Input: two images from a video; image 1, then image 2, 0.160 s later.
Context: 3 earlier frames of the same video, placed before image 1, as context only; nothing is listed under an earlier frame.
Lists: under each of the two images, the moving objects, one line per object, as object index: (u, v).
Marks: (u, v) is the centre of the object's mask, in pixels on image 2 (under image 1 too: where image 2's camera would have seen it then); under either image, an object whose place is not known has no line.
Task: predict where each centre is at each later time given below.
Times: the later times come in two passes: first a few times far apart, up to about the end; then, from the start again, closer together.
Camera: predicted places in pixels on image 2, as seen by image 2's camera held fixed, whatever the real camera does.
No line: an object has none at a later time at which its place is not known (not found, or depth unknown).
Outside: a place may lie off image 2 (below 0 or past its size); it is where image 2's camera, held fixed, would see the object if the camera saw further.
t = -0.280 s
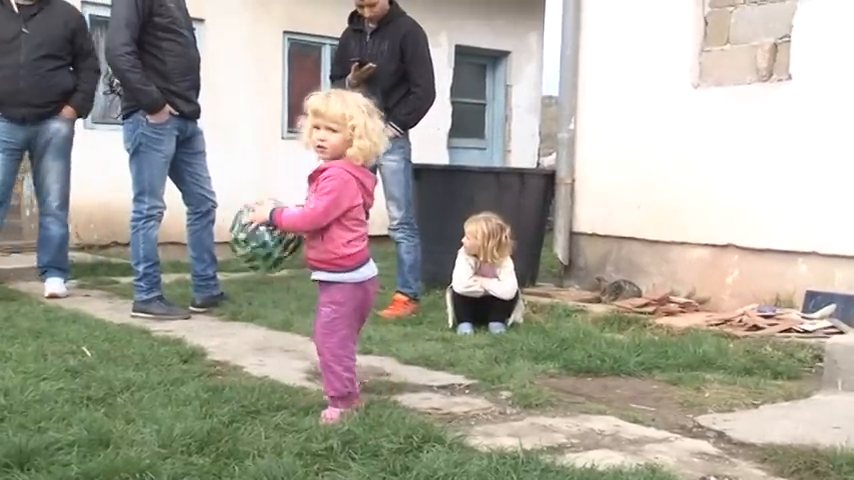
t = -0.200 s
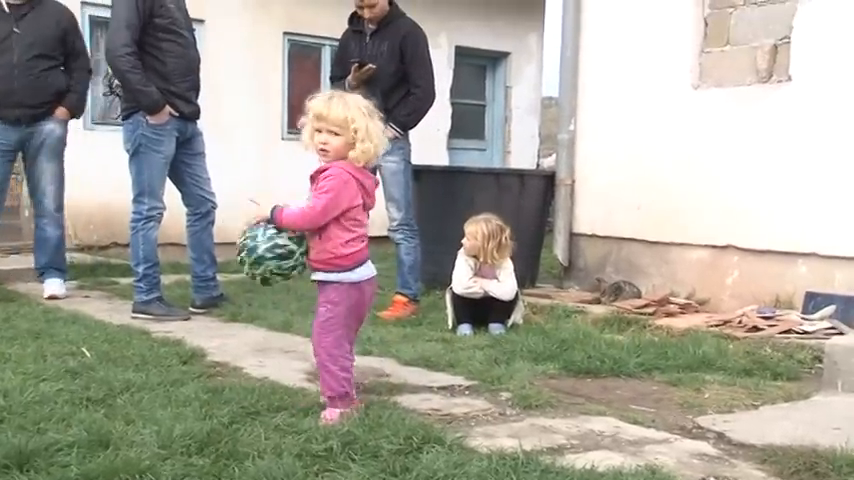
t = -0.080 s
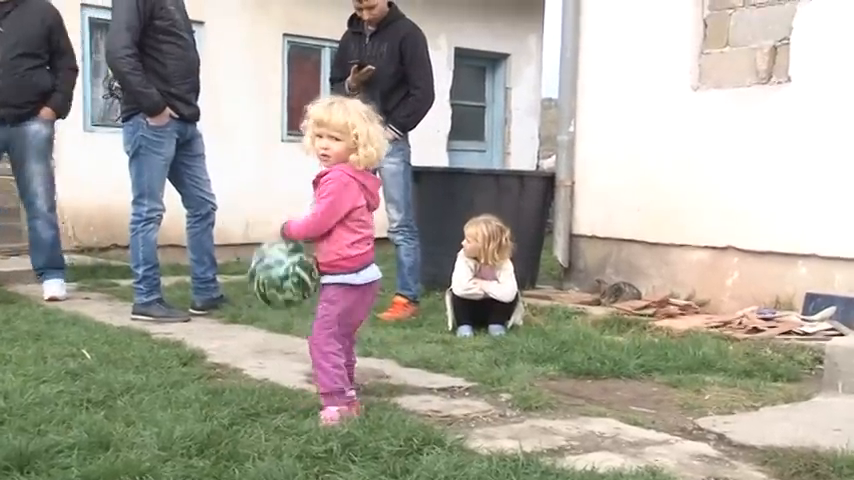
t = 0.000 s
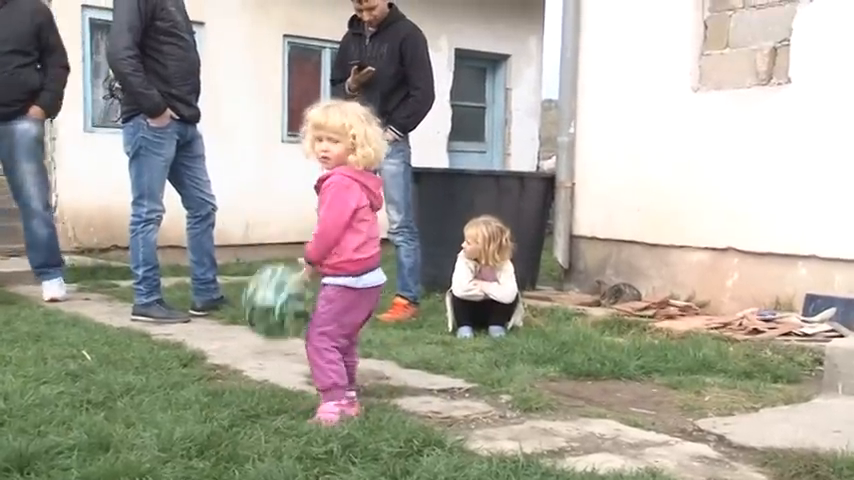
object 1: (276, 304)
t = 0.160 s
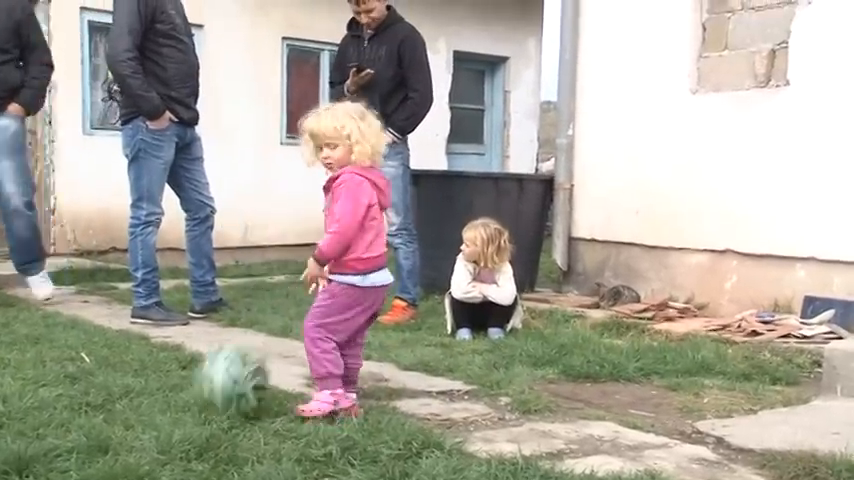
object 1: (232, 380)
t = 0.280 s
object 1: (183, 379)
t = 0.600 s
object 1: (71, 394)
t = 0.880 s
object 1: (19, 401)
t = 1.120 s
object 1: (2, 412)
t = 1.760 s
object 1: (2, 412)
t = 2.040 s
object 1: (9, 412)
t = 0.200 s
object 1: (217, 386)
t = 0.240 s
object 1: (195, 380)
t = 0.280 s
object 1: (183, 379)
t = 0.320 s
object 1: (168, 379)
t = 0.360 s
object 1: (153, 385)
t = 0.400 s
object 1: (137, 392)
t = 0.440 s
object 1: (123, 393)
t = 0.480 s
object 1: (110, 391)
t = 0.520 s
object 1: (96, 391)
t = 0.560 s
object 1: (83, 393)
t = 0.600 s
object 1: (71, 394)
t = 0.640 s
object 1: (61, 395)
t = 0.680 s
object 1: (52, 394)
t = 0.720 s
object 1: (44, 396)
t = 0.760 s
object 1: (35, 399)
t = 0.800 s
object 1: (29, 400)
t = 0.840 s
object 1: (22, 402)
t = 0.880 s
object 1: (19, 401)
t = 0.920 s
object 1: (15, 405)
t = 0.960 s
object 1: (12, 408)
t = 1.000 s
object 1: (9, 410)
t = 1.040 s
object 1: (7, 411)
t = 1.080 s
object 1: (5, 411)
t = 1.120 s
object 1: (2, 412)
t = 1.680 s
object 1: (0, 413)
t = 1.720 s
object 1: (1, 412)
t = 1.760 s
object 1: (2, 412)
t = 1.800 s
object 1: (4, 412)
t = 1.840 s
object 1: (5, 412)
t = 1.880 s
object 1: (7, 411)
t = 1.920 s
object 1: (8, 411)
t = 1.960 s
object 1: (9, 411)
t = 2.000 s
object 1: (9, 411)
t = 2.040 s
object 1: (9, 412)
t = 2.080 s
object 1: (9, 412)
